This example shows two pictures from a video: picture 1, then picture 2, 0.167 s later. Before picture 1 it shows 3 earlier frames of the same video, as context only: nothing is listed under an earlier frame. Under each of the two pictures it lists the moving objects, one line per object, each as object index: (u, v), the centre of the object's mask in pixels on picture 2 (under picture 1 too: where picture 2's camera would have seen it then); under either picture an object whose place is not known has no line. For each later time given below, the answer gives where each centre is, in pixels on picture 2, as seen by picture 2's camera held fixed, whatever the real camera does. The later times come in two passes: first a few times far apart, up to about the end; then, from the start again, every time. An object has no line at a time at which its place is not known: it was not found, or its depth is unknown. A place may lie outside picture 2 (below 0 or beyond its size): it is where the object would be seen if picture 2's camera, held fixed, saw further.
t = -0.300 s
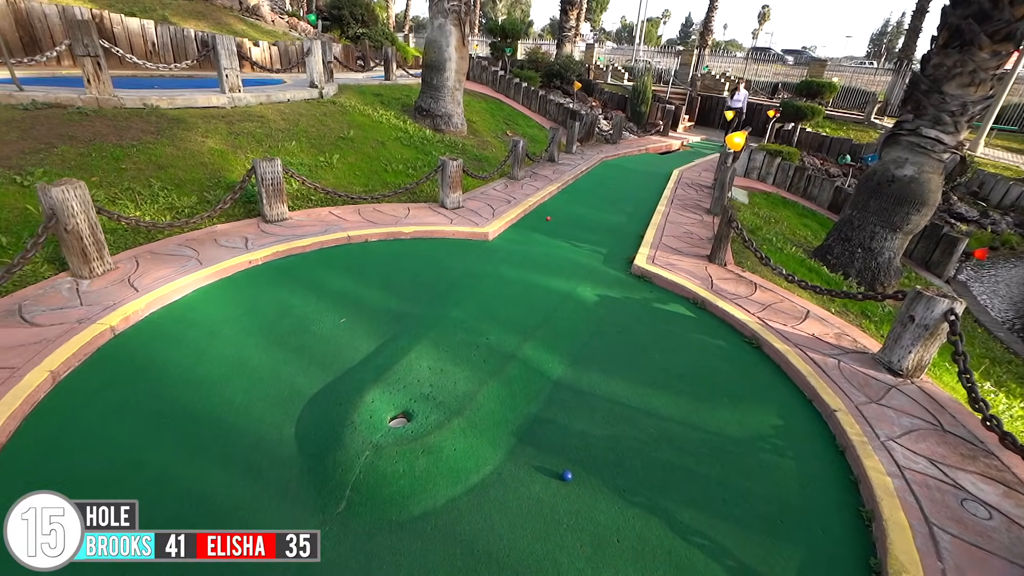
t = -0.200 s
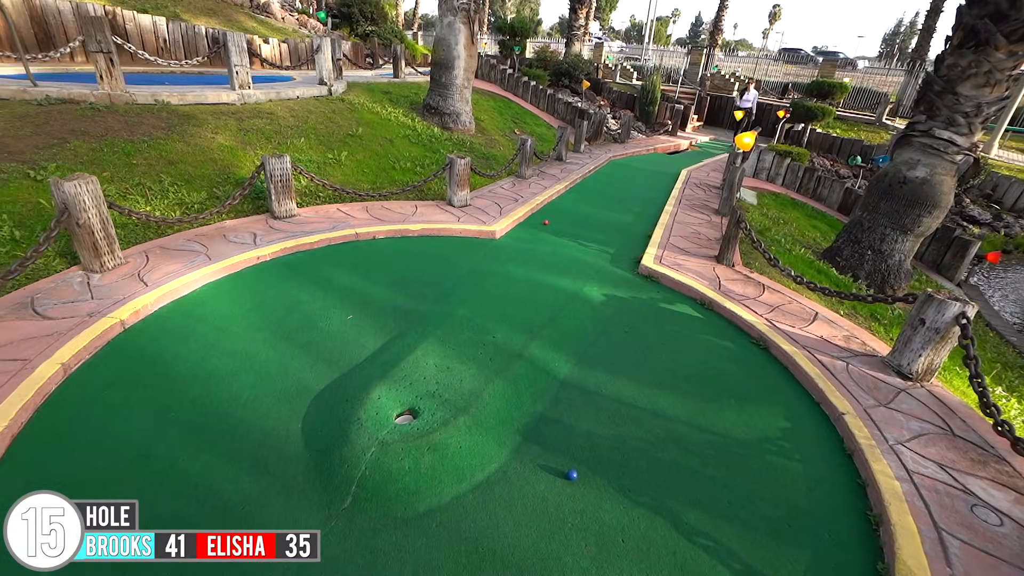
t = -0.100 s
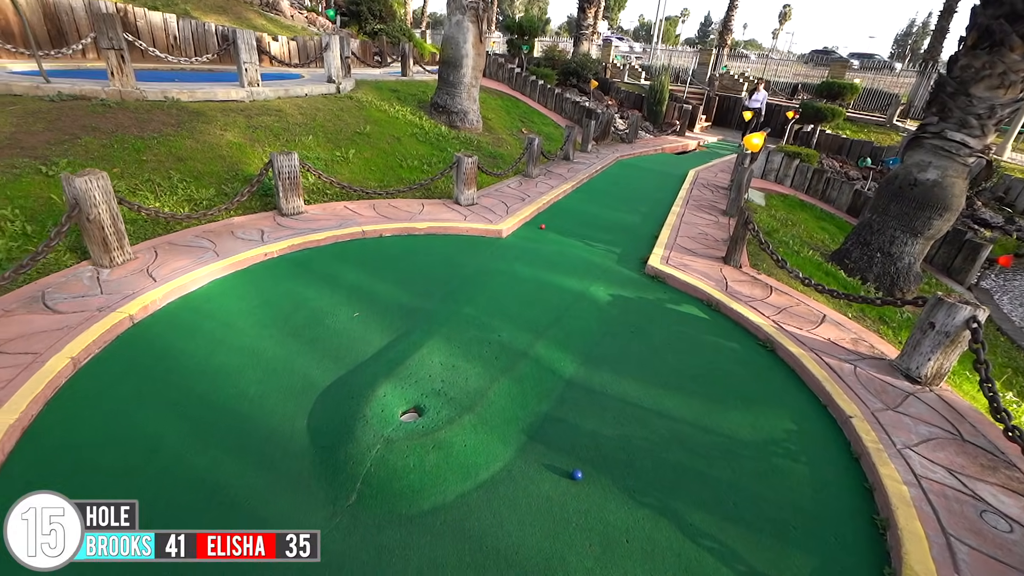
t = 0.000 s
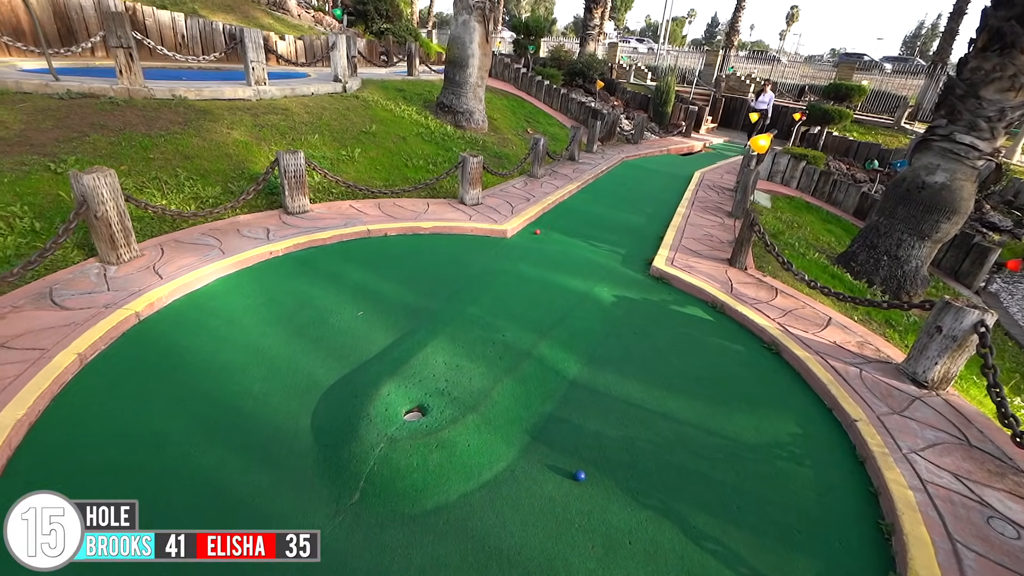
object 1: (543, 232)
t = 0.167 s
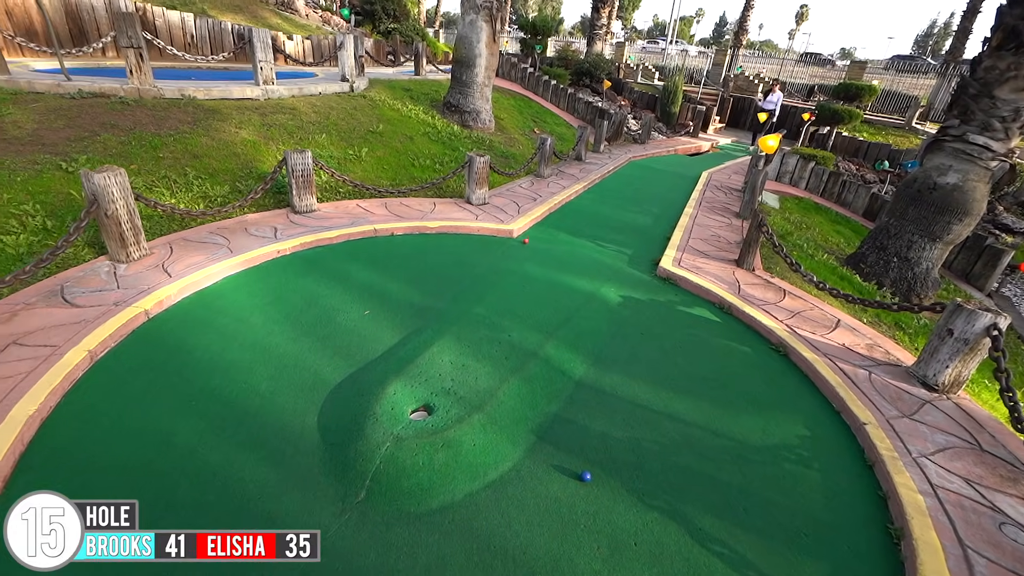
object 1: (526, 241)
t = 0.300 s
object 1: (509, 249)
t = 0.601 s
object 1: (468, 270)
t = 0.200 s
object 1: (522, 243)
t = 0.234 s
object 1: (517, 245)
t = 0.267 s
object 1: (513, 247)
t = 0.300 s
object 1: (509, 249)
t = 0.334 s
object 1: (505, 251)
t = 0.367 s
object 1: (501, 253)
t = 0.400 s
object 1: (496, 256)
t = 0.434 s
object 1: (492, 258)
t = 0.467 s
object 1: (487, 260)
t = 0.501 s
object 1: (482, 263)
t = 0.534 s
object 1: (477, 265)
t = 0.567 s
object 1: (473, 267)
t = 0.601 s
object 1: (468, 270)
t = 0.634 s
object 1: (463, 272)
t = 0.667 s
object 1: (458, 275)
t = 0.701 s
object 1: (453, 278)
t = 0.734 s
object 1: (448, 281)
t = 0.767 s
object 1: (442, 284)
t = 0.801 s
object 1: (437, 287)
